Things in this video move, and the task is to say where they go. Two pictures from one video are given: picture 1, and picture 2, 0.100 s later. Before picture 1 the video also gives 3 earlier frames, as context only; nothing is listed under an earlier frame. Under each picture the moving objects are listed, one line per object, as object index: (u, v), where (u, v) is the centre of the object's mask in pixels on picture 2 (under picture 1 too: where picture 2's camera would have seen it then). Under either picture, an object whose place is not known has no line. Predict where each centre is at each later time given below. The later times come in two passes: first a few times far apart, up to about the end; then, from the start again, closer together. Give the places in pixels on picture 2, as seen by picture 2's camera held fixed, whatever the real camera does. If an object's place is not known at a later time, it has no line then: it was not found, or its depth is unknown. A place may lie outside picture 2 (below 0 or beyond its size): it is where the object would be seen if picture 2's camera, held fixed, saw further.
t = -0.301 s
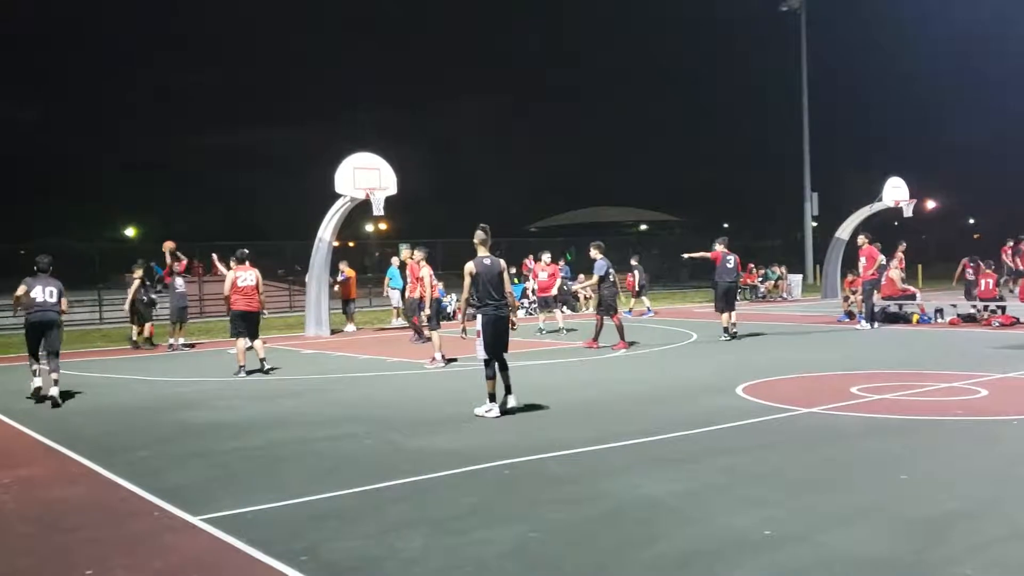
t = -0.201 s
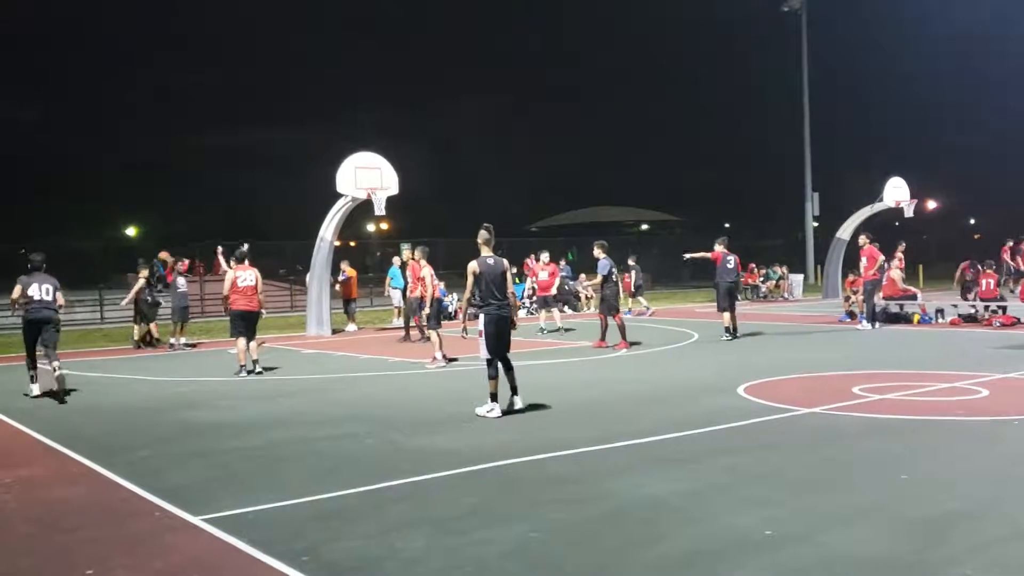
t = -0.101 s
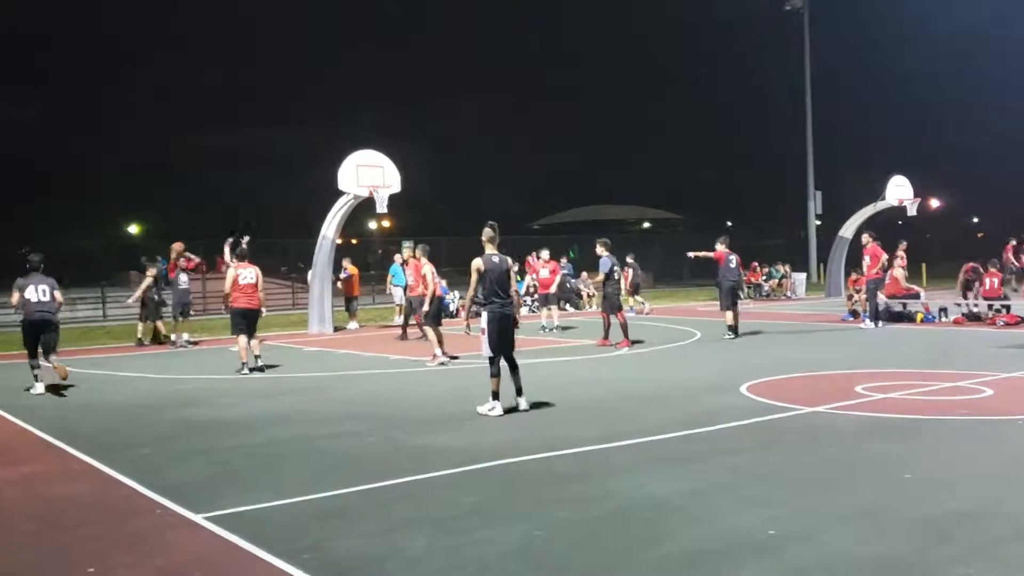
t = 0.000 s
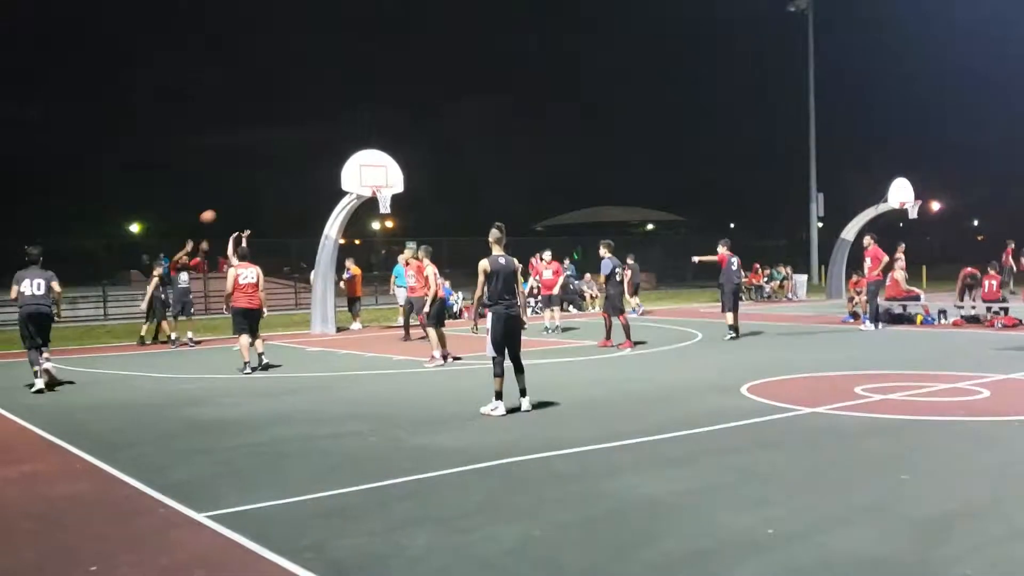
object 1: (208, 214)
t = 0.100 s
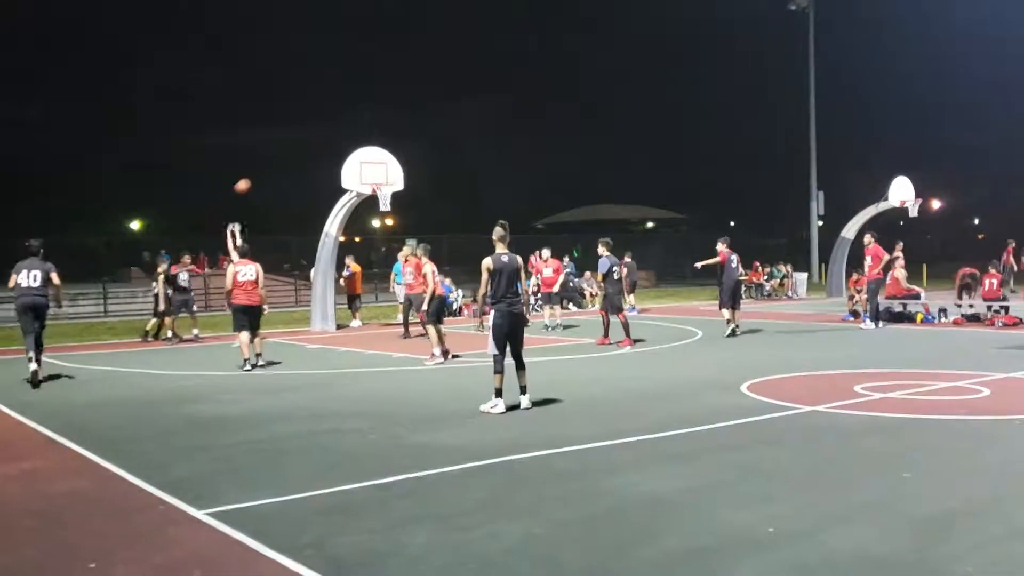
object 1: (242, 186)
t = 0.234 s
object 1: (289, 158)
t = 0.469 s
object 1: (375, 128)
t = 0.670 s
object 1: (454, 126)
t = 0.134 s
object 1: (254, 179)
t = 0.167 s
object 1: (265, 171)
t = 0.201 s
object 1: (277, 164)
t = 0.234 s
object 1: (289, 158)
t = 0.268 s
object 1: (301, 152)
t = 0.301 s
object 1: (313, 147)
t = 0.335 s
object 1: (325, 142)
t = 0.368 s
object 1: (338, 138)
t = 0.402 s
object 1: (350, 133)
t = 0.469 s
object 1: (375, 128)
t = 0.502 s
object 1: (388, 127)
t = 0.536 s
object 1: (401, 125)
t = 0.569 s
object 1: (414, 125)
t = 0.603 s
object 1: (427, 124)
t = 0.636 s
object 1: (441, 125)
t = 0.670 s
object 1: (454, 126)
